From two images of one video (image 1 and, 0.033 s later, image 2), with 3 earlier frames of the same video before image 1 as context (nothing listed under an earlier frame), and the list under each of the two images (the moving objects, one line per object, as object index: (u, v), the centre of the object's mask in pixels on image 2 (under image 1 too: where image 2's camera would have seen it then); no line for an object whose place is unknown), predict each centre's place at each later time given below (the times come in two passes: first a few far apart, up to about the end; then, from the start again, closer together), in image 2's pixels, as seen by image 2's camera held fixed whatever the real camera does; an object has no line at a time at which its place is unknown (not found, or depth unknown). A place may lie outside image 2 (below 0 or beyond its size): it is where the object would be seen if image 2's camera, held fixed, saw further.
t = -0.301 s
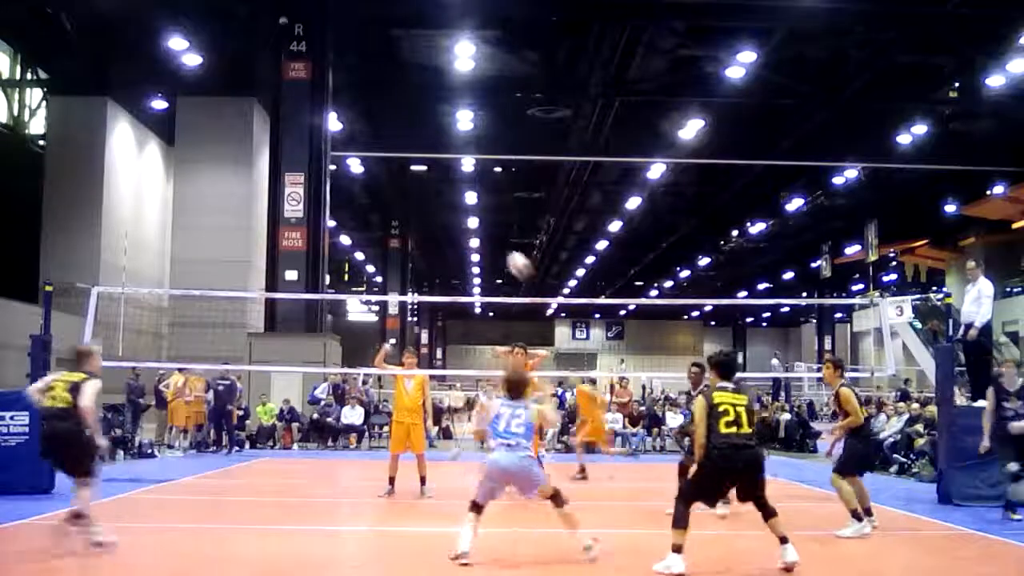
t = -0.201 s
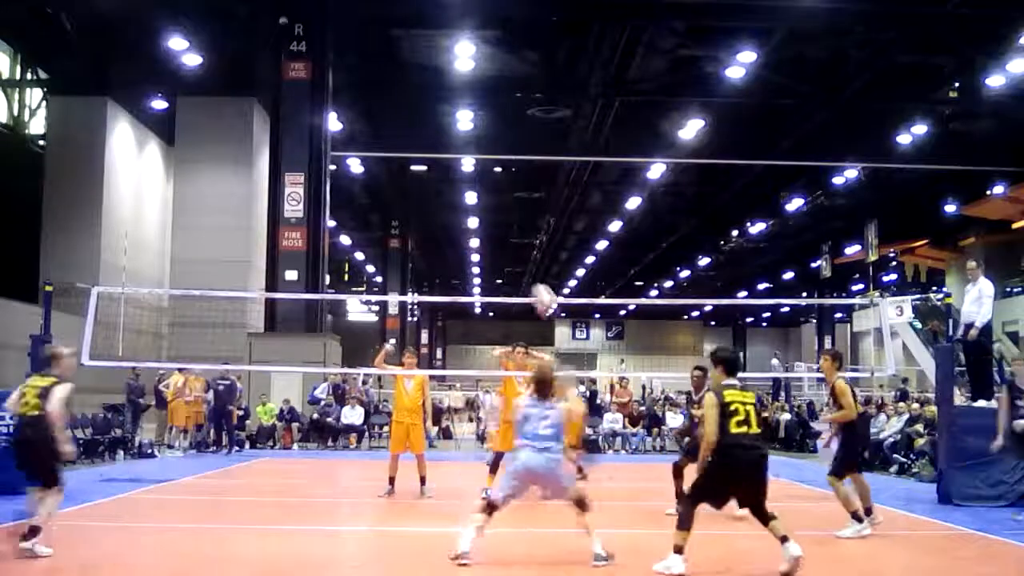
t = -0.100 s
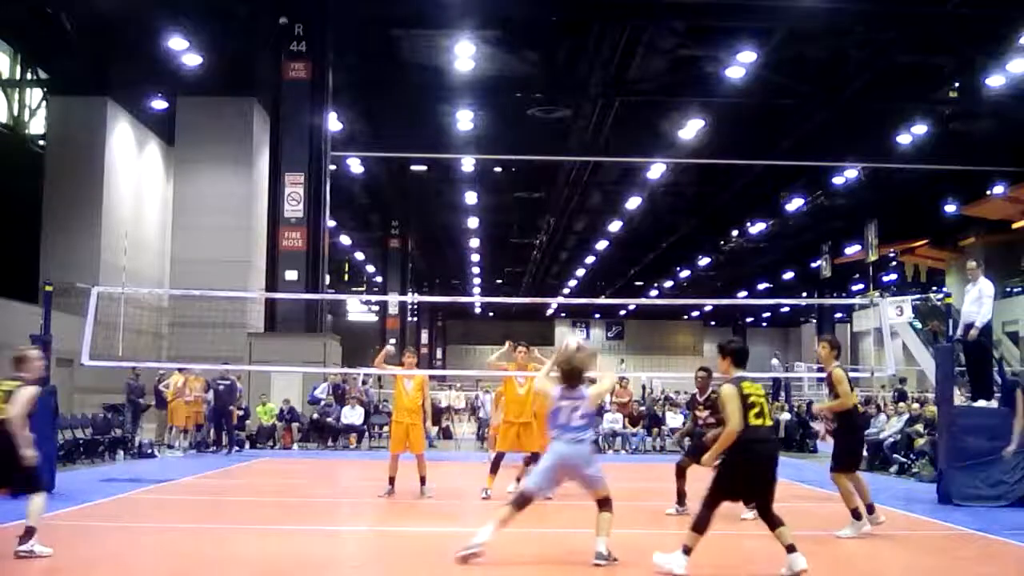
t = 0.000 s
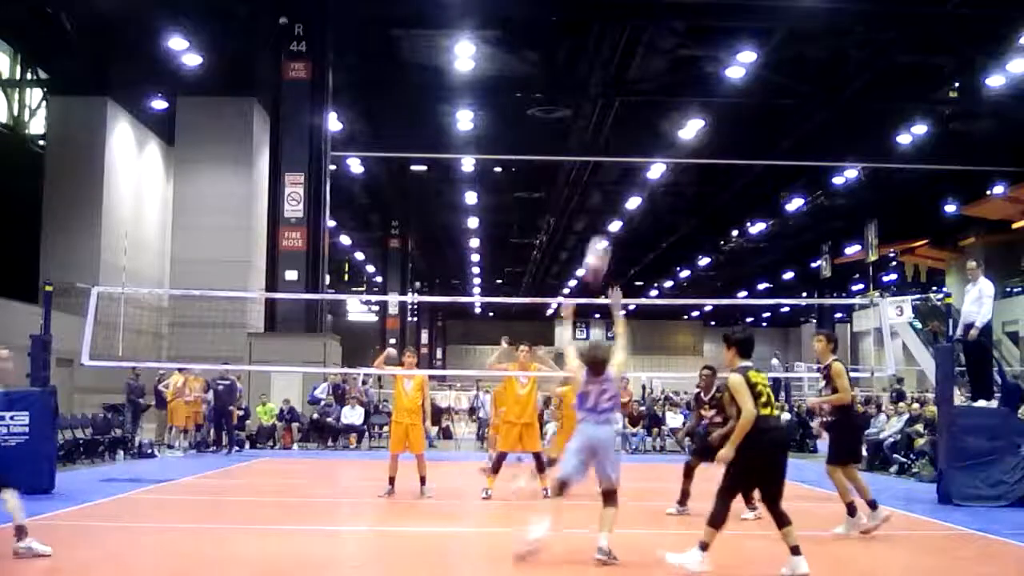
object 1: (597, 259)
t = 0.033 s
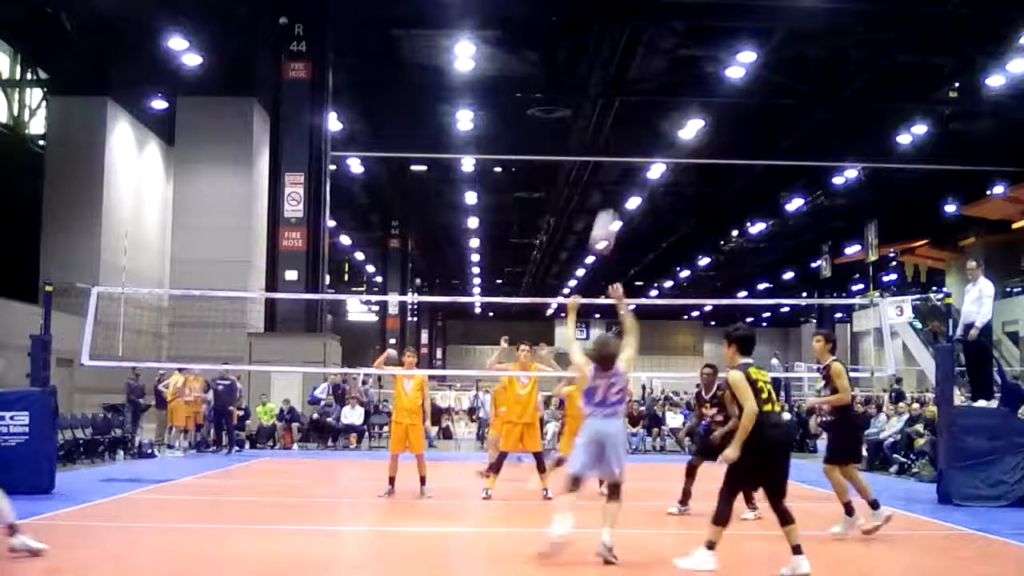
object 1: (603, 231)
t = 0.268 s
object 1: (652, 98)
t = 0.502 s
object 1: (692, 44)
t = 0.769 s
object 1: (729, 52)
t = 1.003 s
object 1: (759, 111)
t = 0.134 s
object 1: (625, 163)
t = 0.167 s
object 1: (632, 141)
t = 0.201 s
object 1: (639, 127)
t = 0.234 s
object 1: (645, 111)
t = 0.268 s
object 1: (652, 98)
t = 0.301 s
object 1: (658, 86)
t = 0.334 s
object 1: (664, 76)
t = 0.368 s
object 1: (670, 67)
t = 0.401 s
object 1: (677, 59)
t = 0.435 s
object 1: (682, 53)
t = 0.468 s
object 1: (687, 48)
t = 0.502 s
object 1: (692, 44)
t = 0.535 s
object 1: (697, 41)
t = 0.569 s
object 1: (702, 40)
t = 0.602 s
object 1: (707, 40)
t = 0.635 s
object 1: (711, 40)
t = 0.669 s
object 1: (716, 42)
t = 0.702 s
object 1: (721, 45)
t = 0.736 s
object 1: (726, 48)
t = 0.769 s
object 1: (729, 52)
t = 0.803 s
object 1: (733, 56)
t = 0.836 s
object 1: (737, 64)
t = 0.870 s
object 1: (744, 74)
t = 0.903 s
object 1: (749, 83)
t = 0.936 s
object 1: (752, 90)
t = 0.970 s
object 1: (755, 100)
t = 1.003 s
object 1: (759, 111)
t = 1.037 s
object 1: (763, 123)
